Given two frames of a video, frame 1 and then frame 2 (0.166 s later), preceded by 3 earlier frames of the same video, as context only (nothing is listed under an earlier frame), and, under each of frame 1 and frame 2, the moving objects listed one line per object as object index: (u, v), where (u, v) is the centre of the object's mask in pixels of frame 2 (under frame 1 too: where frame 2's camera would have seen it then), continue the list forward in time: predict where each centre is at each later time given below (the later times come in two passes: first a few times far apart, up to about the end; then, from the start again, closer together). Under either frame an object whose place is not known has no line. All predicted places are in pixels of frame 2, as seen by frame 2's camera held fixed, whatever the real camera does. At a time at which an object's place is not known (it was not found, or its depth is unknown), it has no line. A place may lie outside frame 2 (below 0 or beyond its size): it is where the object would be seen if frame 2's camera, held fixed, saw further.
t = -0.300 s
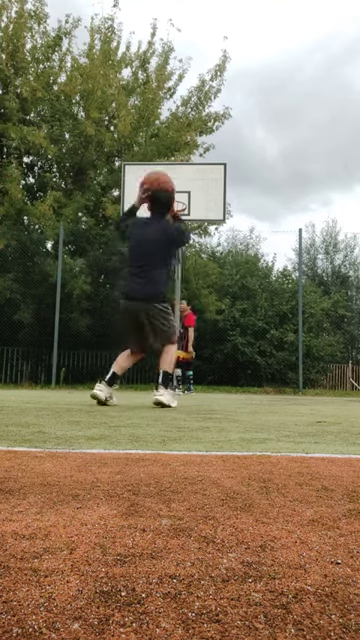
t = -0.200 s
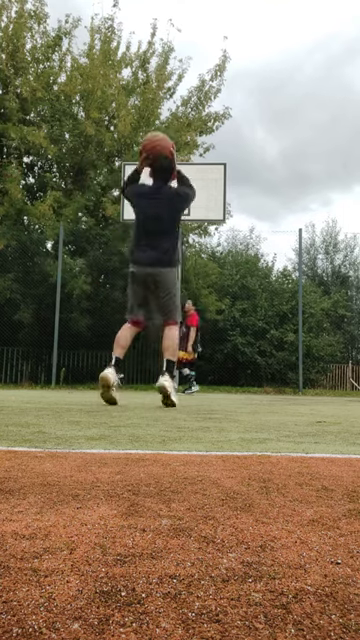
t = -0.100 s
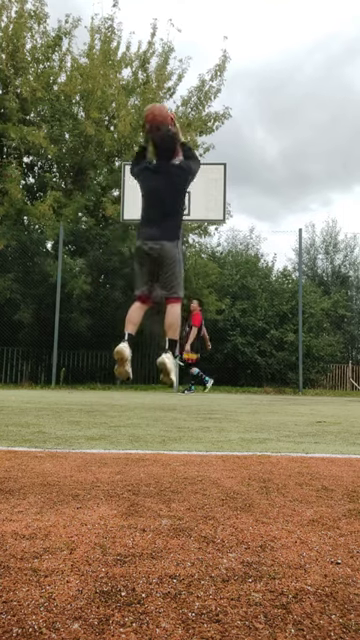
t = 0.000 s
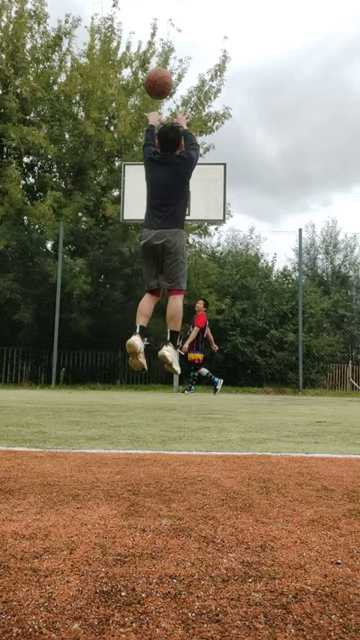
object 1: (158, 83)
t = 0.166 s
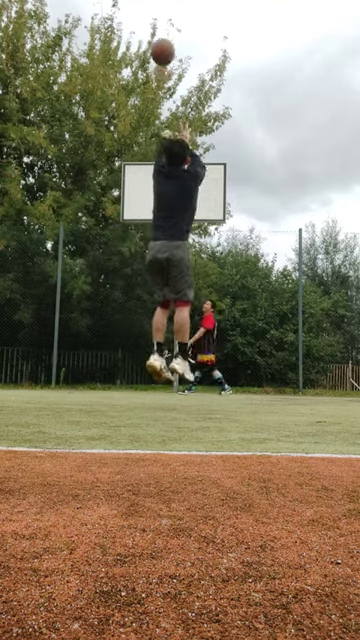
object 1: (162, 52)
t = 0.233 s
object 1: (164, 49)
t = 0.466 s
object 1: (166, 68)
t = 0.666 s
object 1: (166, 107)
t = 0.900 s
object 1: (165, 172)
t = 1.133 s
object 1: (155, 186)
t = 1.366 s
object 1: (136, 173)
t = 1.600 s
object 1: (113, 192)
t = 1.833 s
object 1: (83, 250)
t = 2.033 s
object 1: (52, 346)
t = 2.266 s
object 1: (42, 312)
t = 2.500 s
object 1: (43, 248)
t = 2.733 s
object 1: (41, 231)
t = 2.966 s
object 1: (36, 255)
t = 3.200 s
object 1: (29, 323)
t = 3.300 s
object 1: (26, 365)
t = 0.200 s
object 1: (163, 50)
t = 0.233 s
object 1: (164, 49)
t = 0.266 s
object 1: (164, 50)
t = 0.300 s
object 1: (164, 51)
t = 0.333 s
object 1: (164, 52)
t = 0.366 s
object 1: (165, 57)
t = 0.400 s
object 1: (165, 59)
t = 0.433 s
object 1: (166, 64)
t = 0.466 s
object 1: (166, 68)
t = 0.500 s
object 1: (166, 73)
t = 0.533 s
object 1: (166, 79)
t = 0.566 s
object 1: (166, 86)
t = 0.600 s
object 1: (166, 92)
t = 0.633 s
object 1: (166, 100)
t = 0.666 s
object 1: (166, 107)
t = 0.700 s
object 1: (166, 116)
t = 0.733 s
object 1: (166, 123)
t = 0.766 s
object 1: (167, 133)
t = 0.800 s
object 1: (167, 142)
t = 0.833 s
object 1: (166, 151)
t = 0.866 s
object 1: (165, 161)
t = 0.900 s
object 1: (165, 172)
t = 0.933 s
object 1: (165, 182)
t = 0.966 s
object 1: (165, 192)
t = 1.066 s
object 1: (158, 194)
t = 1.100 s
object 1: (157, 190)
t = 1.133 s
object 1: (155, 186)
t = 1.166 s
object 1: (153, 183)
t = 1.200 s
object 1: (150, 179)
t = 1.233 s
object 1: (147, 177)
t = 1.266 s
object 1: (144, 175)
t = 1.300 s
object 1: (142, 173)
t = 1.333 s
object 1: (139, 172)
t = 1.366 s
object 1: (136, 173)
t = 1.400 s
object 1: (133, 173)
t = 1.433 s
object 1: (130, 174)
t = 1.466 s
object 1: (126, 176)
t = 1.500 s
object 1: (123, 178)
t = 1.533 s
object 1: (120, 182)
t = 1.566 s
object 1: (116, 186)
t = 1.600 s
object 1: (113, 192)
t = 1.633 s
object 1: (109, 196)
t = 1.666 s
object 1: (104, 202)
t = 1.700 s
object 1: (101, 211)
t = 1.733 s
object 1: (97, 219)
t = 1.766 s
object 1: (92, 229)
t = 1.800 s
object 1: (88, 239)
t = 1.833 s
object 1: (83, 250)
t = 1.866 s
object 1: (79, 263)
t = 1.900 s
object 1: (74, 278)
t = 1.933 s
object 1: (69, 293)
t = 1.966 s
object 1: (63, 309)
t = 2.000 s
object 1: (58, 326)
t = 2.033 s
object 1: (52, 346)
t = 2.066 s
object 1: (46, 366)
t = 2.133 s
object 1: (40, 370)
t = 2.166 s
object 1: (41, 354)
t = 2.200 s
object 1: (41, 340)
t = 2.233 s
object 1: (42, 325)
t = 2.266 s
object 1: (42, 312)
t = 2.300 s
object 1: (42, 301)
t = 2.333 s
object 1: (42, 290)
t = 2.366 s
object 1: (43, 280)
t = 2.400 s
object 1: (43, 271)
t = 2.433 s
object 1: (43, 262)
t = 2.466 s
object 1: (43, 255)
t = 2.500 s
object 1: (43, 248)
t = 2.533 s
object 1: (43, 244)
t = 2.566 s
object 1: (42, 239)
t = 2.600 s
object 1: (42, 236)
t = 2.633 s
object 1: (42, 233)
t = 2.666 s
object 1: (41, 232)
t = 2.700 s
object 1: (41, 231)
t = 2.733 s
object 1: (41, 231)
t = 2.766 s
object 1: (40, 231)
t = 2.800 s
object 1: (40, 233)
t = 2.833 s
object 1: (39, 235)
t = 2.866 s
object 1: (38, 239)
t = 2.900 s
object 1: (37, 243)
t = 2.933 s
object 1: (37, 248)
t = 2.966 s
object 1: (36, 255)
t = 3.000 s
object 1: (35, 262)
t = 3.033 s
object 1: (34, 270)
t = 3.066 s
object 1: (33, 279)
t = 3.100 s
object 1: (32, 288)
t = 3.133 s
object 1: (31, 298)
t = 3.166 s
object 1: (30, 310)
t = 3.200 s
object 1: (29, 323)
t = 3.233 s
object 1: (28, 336)
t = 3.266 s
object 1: (27, 350)
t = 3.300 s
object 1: (26, 365)
